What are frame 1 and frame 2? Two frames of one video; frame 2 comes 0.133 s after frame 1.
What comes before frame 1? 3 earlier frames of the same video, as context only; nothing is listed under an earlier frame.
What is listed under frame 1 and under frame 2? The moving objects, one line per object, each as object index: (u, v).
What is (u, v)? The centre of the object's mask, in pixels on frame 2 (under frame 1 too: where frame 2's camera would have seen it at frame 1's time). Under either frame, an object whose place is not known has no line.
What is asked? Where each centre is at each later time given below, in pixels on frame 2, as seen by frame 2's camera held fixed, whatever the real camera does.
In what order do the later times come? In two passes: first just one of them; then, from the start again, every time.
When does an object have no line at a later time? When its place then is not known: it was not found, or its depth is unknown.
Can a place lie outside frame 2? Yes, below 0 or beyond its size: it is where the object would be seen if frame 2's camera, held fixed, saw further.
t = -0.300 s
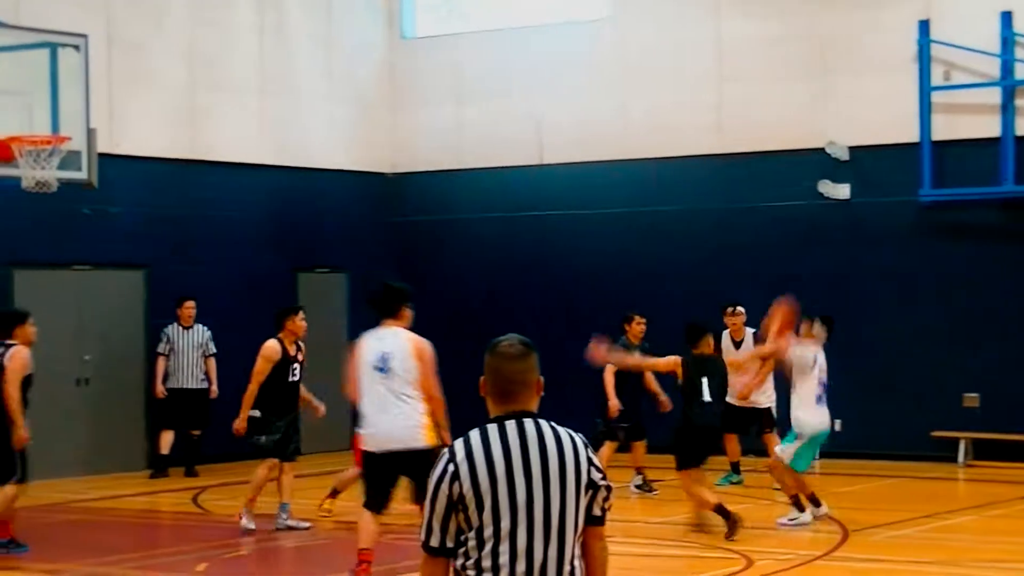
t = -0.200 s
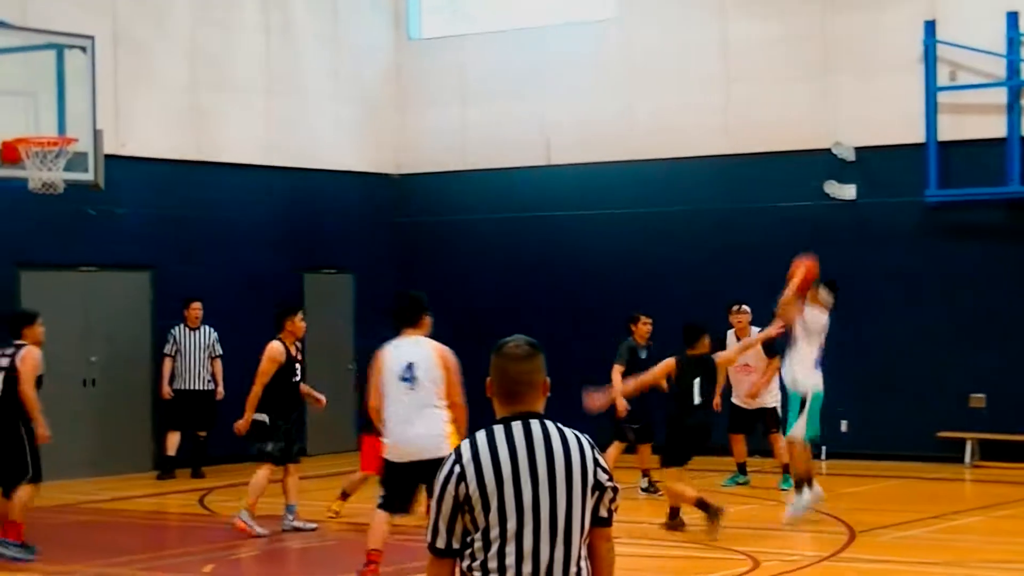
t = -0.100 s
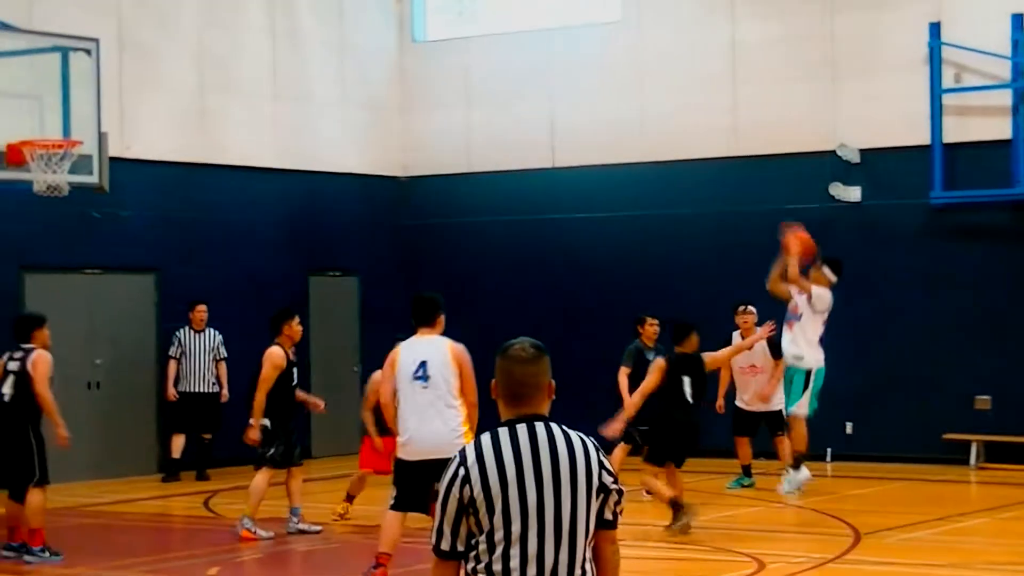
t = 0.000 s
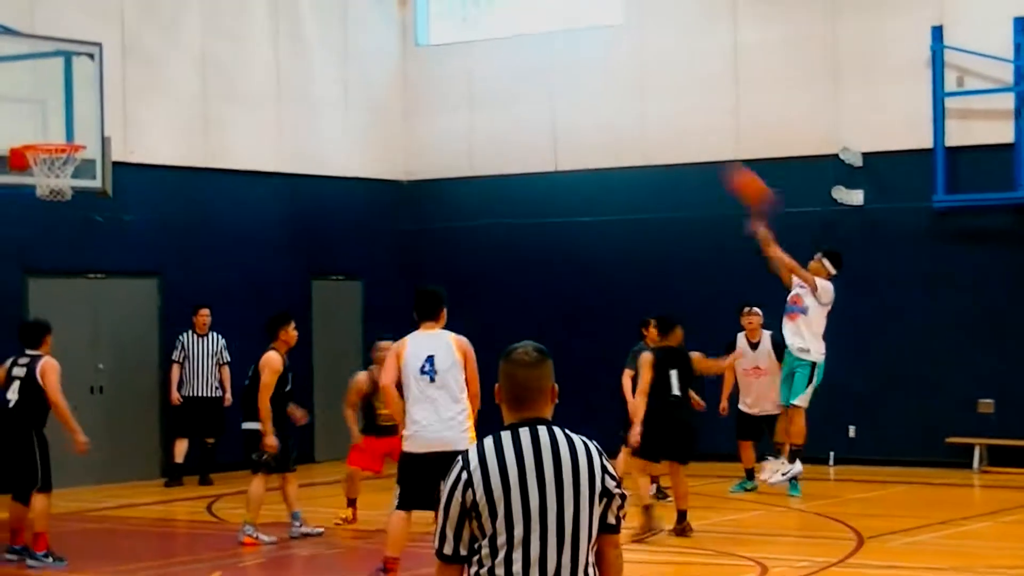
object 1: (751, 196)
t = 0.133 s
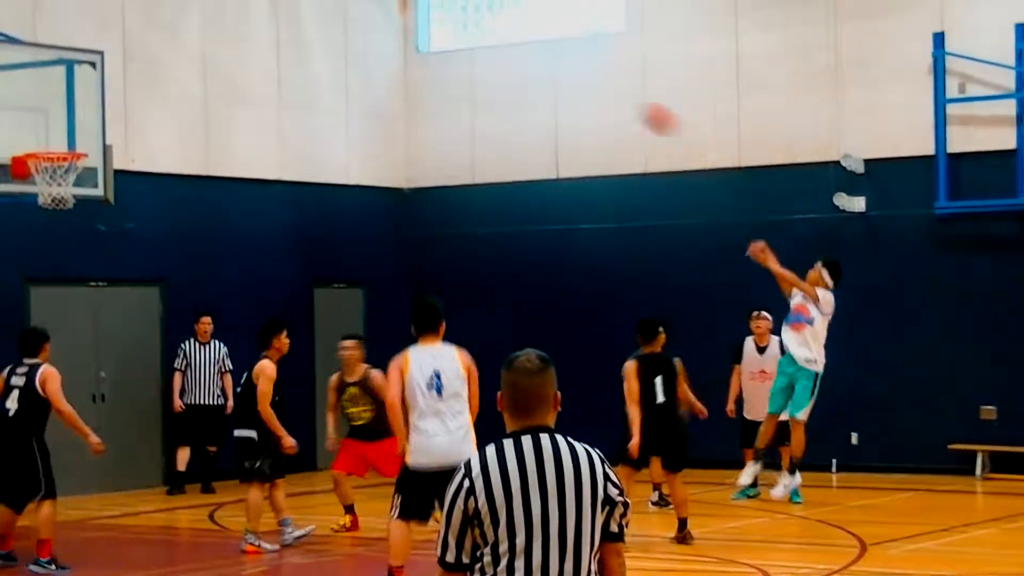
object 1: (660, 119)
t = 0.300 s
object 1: (544, 55)
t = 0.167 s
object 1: (636, 103)
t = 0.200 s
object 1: (614, 89)
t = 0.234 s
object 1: (592, 76)
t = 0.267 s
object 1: (562, 66)
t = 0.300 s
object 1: (544, 55)
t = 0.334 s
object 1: (524, 47)
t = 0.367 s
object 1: (502, 40)
